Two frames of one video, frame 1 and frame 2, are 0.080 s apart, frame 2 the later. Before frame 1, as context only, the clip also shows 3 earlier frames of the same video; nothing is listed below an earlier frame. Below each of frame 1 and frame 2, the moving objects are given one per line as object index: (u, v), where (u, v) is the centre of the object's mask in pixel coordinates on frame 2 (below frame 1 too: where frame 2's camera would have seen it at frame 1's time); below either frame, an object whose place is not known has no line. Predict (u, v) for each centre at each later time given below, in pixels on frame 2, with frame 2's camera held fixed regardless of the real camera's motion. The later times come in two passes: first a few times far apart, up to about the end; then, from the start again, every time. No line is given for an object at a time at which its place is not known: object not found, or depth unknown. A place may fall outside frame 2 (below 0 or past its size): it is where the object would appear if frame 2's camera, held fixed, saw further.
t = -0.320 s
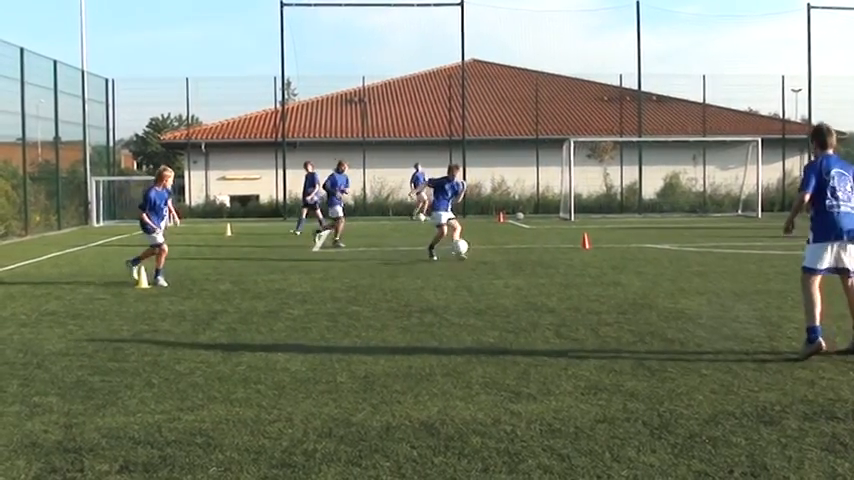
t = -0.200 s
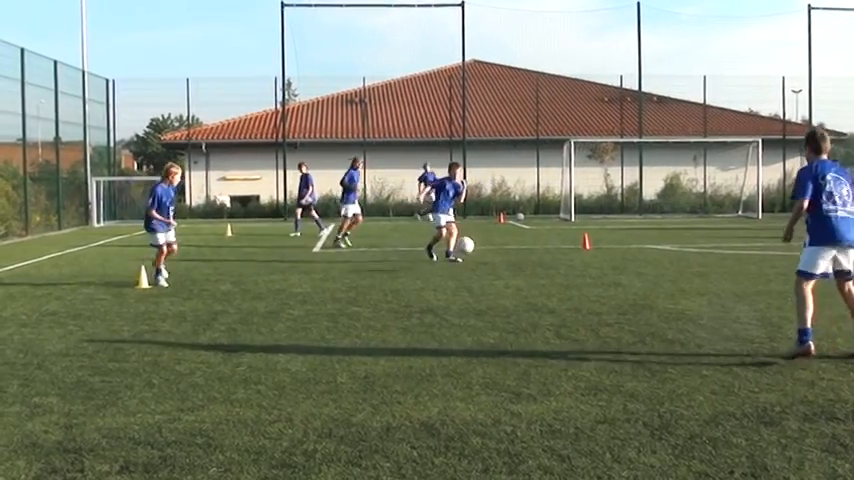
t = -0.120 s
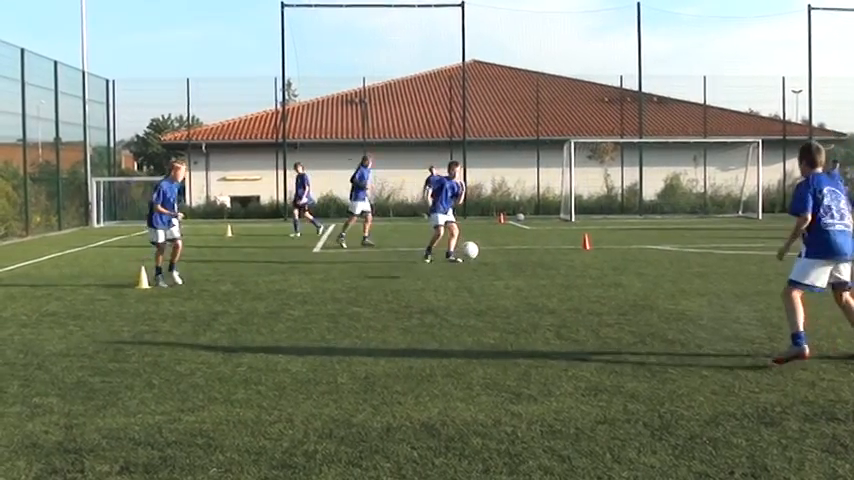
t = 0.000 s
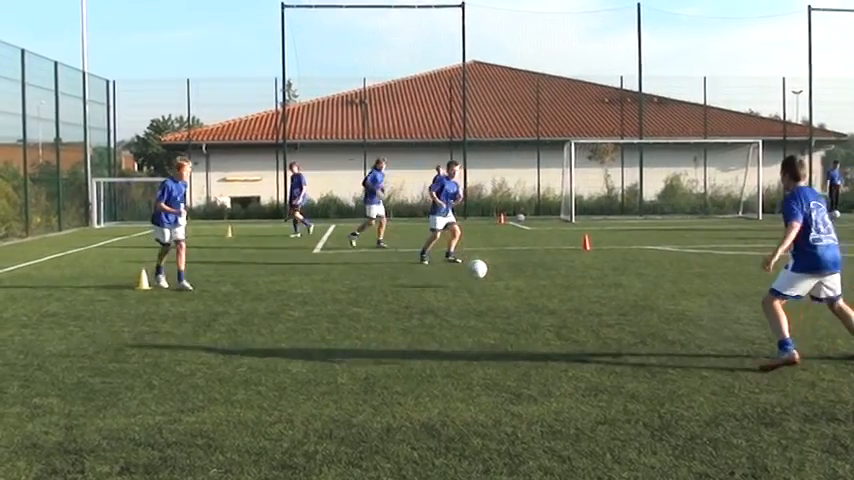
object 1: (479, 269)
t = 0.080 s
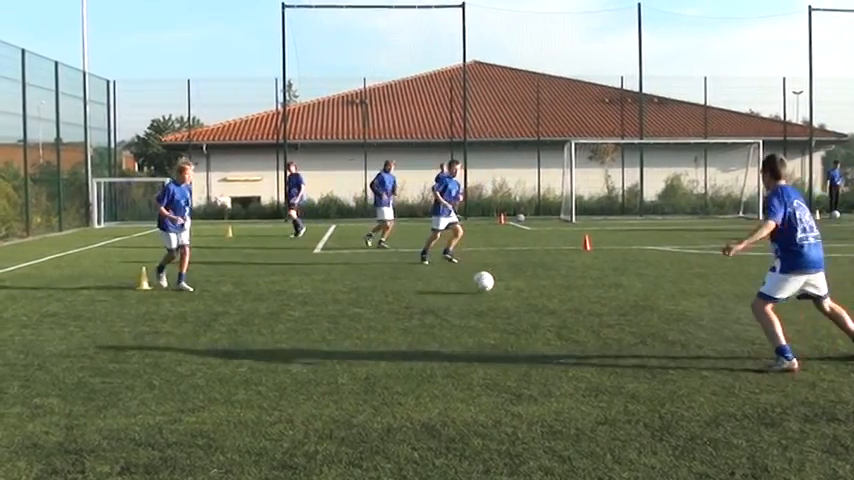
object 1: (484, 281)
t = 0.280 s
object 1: (505, 277)
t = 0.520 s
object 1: (536, 312)
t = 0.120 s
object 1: (488, 277)
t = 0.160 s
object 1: (491, 275)
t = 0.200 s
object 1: (495, 274)
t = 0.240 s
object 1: (499, 275)
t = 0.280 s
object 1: (505, 277)
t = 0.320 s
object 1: (510, 281)
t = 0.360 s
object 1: (515, 288)
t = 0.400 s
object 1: (520, 296)
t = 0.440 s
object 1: (525, 307)
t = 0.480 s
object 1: (530, 315)
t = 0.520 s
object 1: (536, 312)
